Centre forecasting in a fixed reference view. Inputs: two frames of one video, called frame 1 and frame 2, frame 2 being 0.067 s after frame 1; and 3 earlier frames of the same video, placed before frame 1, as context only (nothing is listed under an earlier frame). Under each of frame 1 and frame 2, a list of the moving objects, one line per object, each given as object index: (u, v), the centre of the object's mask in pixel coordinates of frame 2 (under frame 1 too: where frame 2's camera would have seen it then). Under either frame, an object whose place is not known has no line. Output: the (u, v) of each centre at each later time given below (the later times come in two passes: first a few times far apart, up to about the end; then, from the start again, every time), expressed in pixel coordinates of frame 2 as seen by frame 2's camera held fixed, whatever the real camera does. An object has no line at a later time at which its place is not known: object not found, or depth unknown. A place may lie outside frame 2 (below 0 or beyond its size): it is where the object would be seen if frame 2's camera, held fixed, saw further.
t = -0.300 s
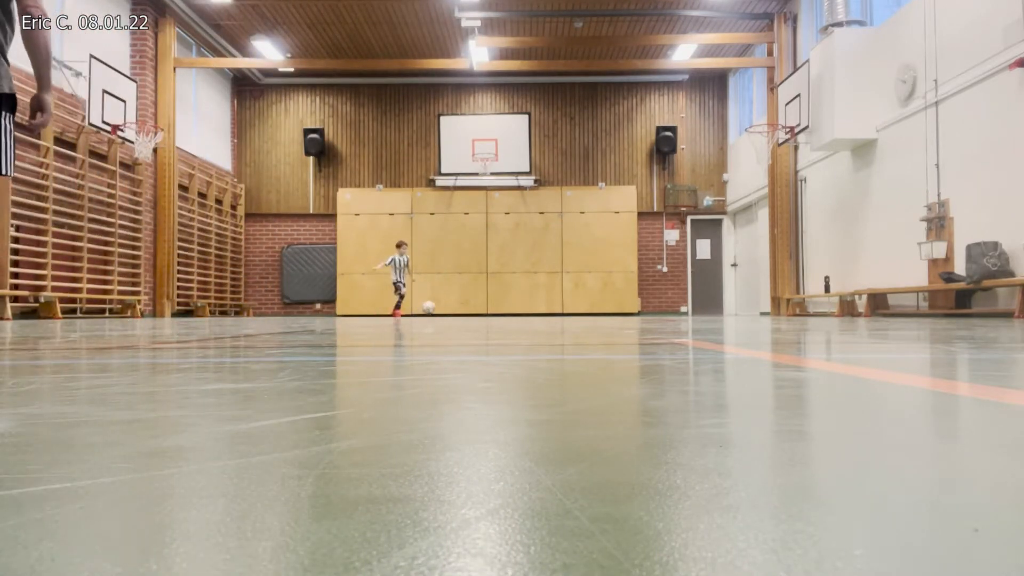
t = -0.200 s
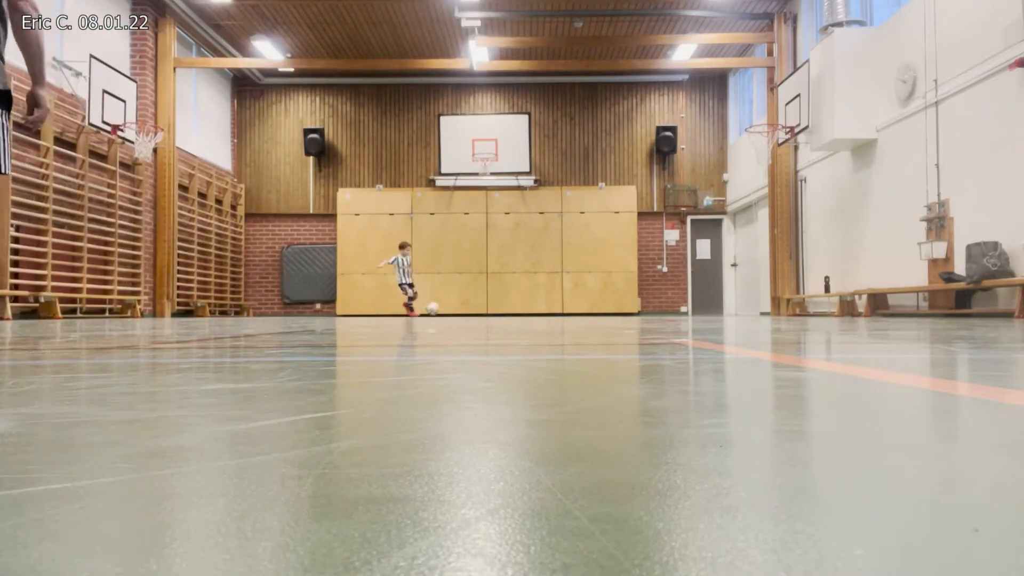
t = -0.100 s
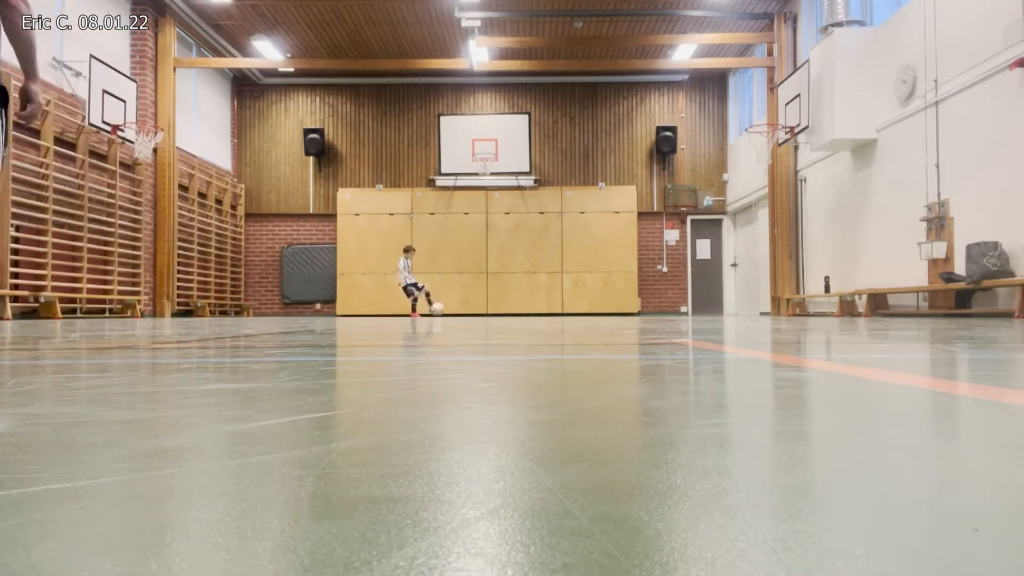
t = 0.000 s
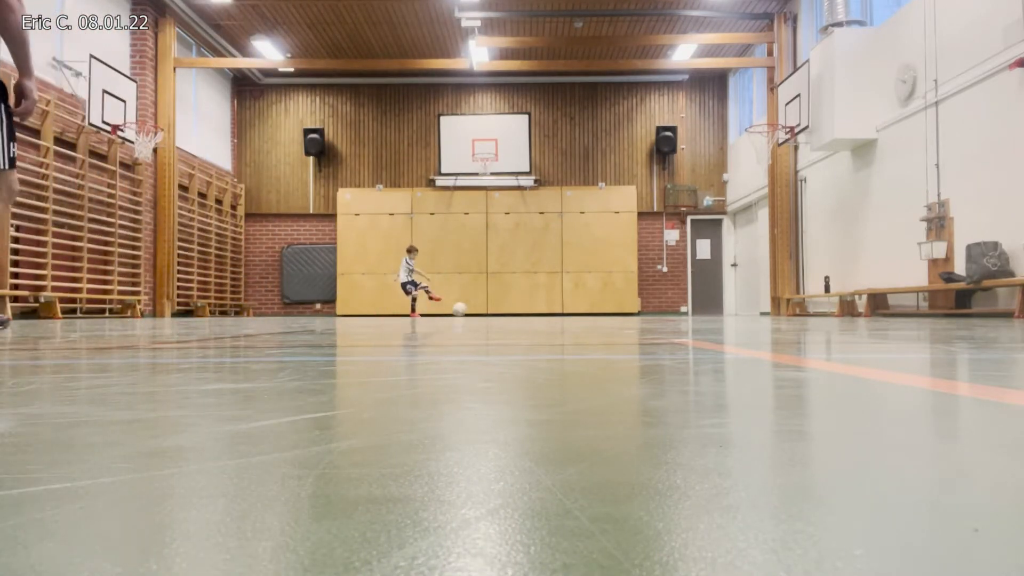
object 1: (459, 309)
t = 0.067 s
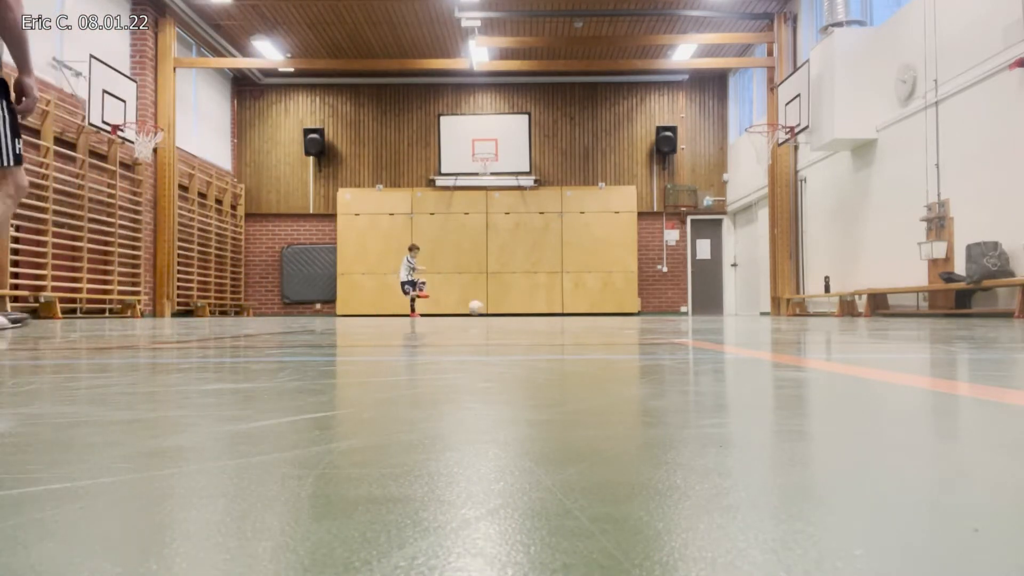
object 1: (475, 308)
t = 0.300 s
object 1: (537, 307)
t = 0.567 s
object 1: (616, 305)
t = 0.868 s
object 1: (738, 305)
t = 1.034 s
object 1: (834, 305)
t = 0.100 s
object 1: (484, 308)
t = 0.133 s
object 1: (493, 309)
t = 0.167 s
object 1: (501, 308)
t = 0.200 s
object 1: (510, 308)
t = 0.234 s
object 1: (519, 308)
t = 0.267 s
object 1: (529, 309)
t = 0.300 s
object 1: (537, 307)
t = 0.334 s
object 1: (546, 306)
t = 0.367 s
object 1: (556, 306)
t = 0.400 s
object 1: (566, 307)
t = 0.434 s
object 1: (575, 306)
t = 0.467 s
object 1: (585, 305)
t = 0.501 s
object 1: (596, 305)
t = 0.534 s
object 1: (606, 306)
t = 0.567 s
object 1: (616, 305)
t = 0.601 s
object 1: (628, 305)
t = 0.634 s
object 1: (640, 306)
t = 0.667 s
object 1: (651, 305)
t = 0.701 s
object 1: (664, 305)
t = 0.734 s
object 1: (677, 305)
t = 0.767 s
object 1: (691, 305)
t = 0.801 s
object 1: (706, 305)
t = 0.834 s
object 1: (720, 305)
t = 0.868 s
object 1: (738, 305)
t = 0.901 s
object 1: (754, 305)
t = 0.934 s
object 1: (773, 305)
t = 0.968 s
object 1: (792, 304)
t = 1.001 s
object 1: (811, 305)
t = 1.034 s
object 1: (834, 305)
